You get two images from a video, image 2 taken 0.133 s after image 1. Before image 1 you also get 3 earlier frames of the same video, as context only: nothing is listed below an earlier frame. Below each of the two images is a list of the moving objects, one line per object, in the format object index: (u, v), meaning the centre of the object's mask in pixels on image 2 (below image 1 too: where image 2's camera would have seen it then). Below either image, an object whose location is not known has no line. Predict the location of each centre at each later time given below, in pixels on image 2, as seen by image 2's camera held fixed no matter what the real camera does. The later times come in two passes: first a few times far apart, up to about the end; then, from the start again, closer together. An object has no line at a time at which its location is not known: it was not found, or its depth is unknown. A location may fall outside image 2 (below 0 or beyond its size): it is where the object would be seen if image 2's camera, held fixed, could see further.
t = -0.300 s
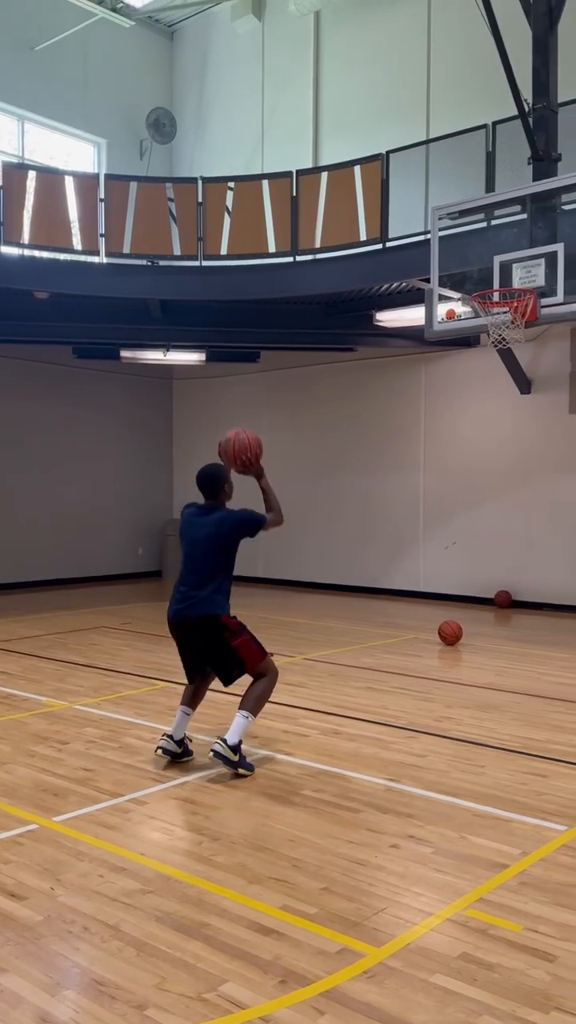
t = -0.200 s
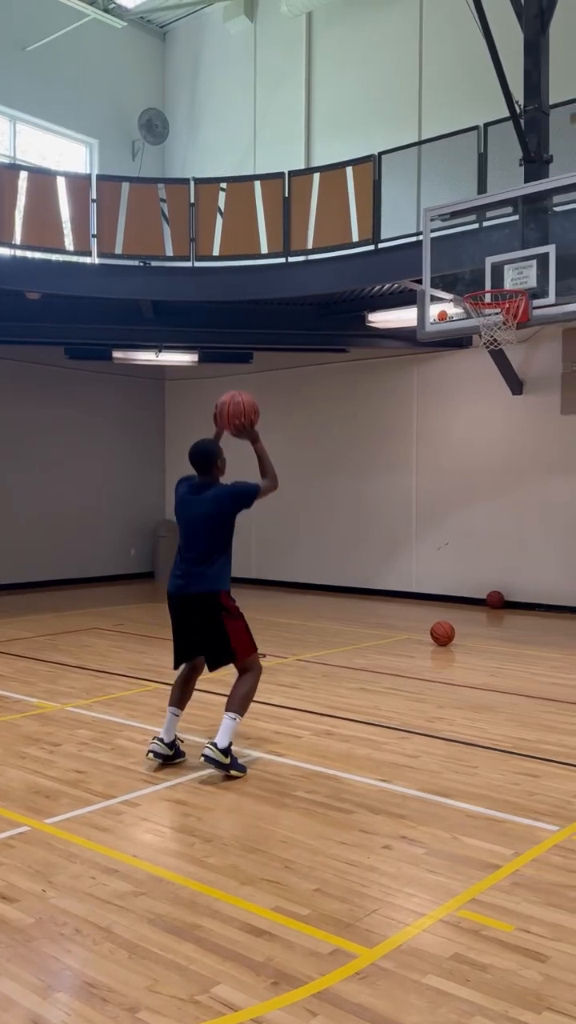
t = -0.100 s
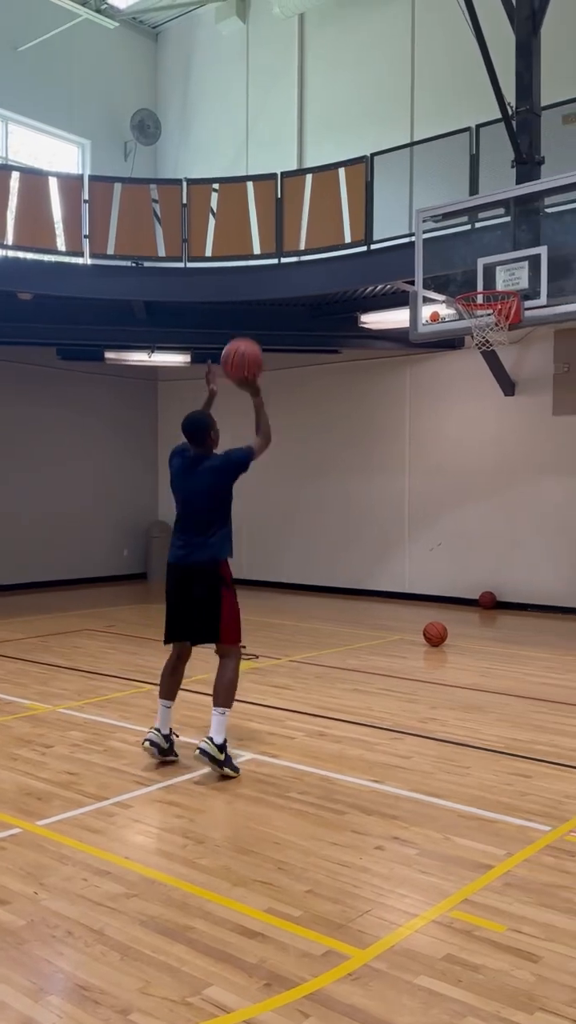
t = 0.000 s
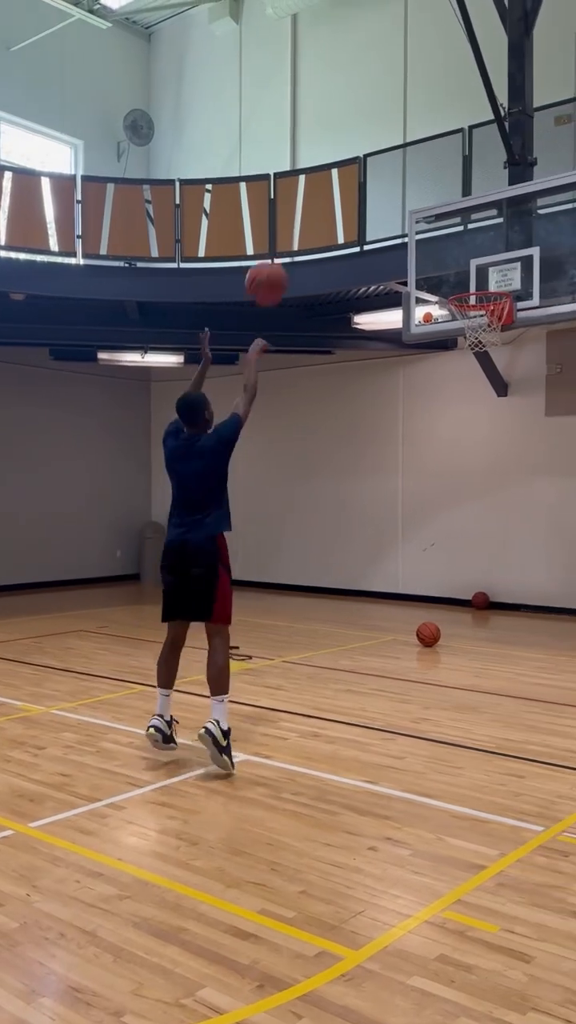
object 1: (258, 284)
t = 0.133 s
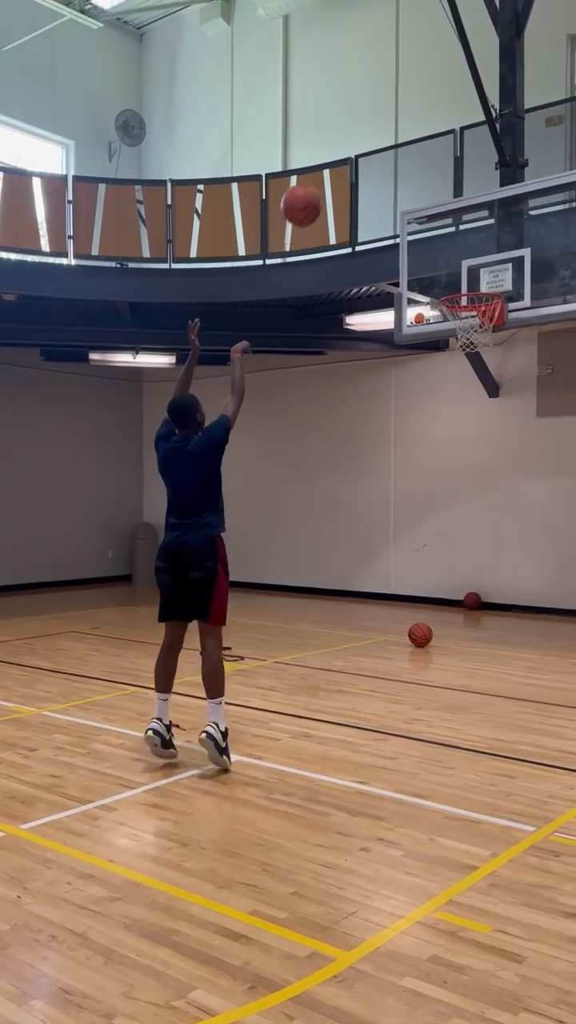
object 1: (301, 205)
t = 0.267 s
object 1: (340, 164)
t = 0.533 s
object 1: (405, 169)
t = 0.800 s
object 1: (454, 266)
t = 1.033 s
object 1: (486, 371)
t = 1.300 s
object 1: (510, 511)
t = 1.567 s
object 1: (529, 614)
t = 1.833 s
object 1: (533, 492)
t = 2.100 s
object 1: (538, 450)
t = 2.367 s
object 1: (542, 490)
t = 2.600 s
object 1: (546, 597)
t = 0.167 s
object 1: (312, 191)
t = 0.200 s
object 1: (321, 180)
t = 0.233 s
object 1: (331, 171)
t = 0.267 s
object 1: (340, 164)
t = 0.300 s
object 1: (349, 158)
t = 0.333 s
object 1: (358, 155)
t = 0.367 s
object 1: (366, 153)
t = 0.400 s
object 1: (375, 153)
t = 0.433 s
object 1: (382, 155)
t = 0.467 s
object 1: (390, 158)
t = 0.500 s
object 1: (398, 163)
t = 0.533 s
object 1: (405, 169)
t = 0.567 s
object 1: (412, 176)
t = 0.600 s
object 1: (419, 185)
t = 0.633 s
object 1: (426, 196)
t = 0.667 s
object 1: (432, 208)
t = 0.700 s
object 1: (438, 220)
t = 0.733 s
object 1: (444, 234)
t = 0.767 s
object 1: (449, 249)
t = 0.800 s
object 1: (454, 266)
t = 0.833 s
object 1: (461, 282)
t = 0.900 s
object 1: (468, 316)
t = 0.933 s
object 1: (473, 336)
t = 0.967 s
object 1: (479, 347)
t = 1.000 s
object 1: (482, 358)
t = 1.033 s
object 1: (486, 371)
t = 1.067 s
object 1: (489, 385)
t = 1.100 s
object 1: (492, 399)
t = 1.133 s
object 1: (495, 414)
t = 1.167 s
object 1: (498, 432)
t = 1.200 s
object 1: (501, 450)
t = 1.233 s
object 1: (504, 469)
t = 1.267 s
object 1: (507, 489)
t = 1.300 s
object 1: (510, 511)
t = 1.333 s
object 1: (513, 532)
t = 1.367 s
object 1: (516, 555)
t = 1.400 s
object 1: (519, 579)
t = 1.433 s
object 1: (522, 603)
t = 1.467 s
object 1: (524, 631)
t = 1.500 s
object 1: (527, 654)
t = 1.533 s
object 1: (528, 634)
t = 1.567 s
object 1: (529, 614)
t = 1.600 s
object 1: (529, 593)
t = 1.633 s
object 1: (530, 576)
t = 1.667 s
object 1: (530, 559)
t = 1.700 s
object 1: (531, 543)
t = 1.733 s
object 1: (531, 528)
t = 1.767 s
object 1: (532, 515)
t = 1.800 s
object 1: (533, 503)
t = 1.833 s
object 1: (533, 492)
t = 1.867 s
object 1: (534, 482)
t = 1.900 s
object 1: (535, 474)
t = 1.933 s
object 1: (535, 467)
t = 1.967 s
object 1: (536, 461)
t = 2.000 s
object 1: (536, 456)
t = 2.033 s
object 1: (537, 453)
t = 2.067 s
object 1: (538, 451)
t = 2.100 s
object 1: (538, 450)
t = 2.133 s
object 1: (539, 450)
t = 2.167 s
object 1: (539, 452)
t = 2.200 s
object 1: (540, 455)
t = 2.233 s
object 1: (540, 460)
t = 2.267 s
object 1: (540, 465)
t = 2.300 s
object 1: (541, 472)
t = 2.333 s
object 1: (541, 481)
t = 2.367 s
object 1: (542, 490)
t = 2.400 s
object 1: (543, 501)
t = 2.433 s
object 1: (543, 514)
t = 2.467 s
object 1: (543, 527)
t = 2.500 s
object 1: (544, 542)
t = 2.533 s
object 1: (545, 559)
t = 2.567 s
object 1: (545, 577)
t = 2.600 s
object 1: (546, 597)
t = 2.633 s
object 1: (545, 618)
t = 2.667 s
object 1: (546, 640)
